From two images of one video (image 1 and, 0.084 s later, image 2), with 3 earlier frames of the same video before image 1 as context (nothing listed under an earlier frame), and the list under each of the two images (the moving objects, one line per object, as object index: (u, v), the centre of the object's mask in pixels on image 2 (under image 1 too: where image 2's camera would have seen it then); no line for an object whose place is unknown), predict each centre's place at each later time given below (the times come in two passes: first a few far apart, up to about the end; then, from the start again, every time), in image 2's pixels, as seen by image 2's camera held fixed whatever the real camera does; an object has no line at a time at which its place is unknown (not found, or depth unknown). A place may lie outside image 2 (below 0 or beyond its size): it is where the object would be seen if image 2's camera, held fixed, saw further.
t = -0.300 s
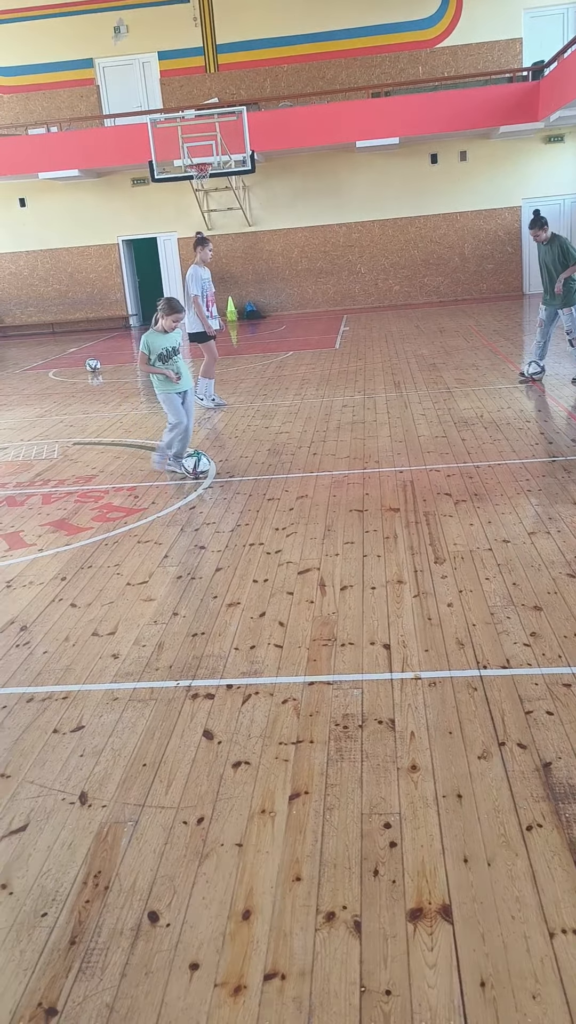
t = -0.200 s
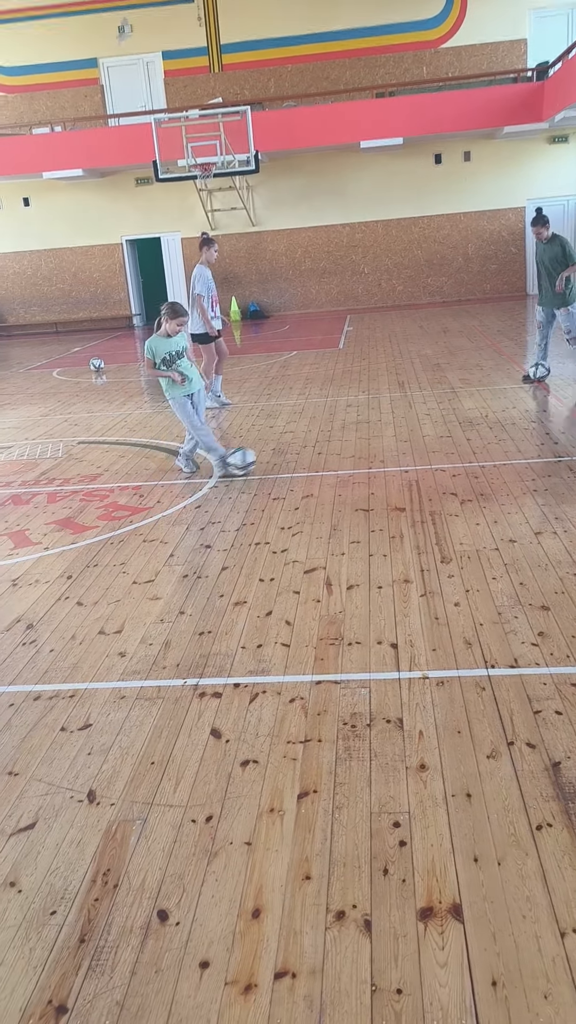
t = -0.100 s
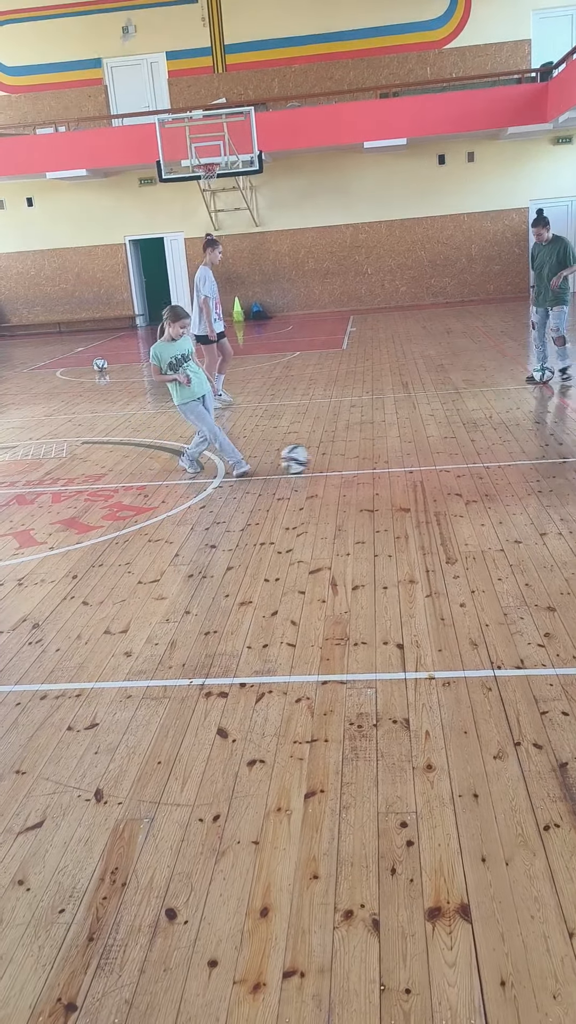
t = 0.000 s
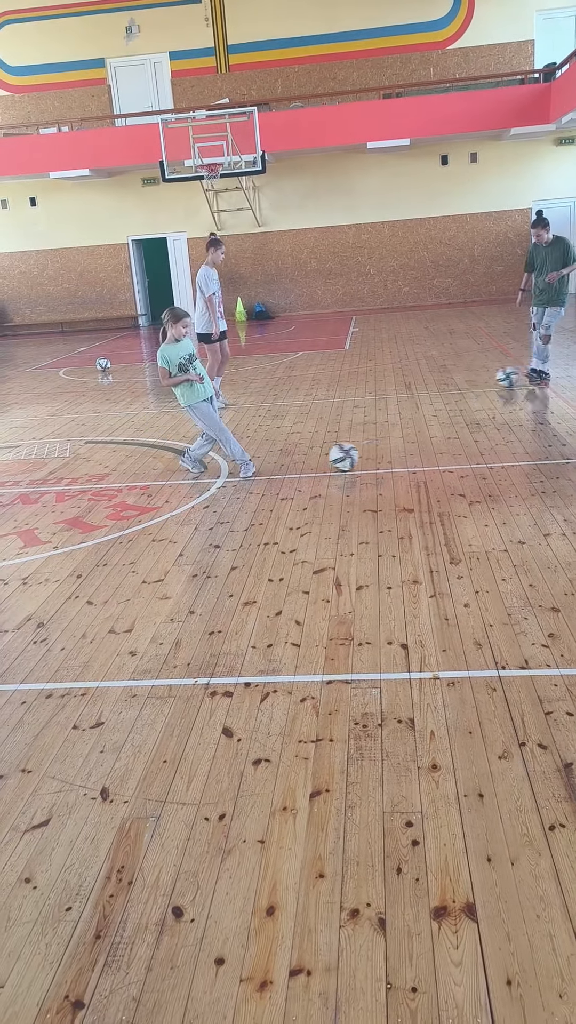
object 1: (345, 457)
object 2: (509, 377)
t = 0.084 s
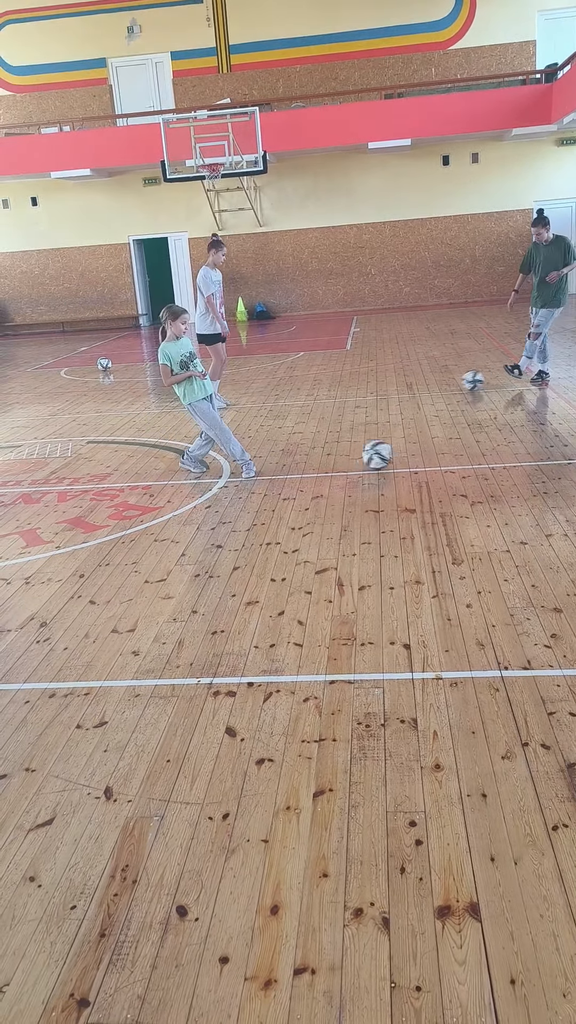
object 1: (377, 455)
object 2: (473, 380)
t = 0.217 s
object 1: (423, 453)
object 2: (421, 384)
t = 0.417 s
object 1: (489, 449)
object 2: (357, 390)
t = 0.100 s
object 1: (384, 455)
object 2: (466, 381)
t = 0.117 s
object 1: (389, 454)
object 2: (459, 381)
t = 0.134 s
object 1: (395, 454)
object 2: (453, 382)
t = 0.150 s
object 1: (401, 454)
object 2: (446, 382)
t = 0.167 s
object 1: (406, 454)
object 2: (440, 383)
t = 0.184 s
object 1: (412, 453)
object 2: (433, 383)
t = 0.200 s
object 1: (418, 453)
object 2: (427, 384)
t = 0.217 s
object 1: (423, 453)
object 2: (421, 384)
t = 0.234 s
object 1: (428, 453)
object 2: (415, 385)
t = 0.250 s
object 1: (434, 452)
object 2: (409, 385)
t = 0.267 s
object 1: (439, 452)
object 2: (403, 386)
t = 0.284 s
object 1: (445, 451)
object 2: (397, 386)
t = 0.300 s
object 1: (451, 451)
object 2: (392, 387)
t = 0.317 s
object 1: (456, 451)
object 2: (386, 388)
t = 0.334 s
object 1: (461, 450)
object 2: (382, 388)
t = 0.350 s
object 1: (466, 450)
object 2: (377, 388)
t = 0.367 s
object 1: (472, 450)
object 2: (372, 389)
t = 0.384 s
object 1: (477, 450)
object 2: (367, 389)
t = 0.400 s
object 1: (483, 449)
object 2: (362, 389)
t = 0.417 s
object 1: (489, 449)
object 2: (357, 390)
